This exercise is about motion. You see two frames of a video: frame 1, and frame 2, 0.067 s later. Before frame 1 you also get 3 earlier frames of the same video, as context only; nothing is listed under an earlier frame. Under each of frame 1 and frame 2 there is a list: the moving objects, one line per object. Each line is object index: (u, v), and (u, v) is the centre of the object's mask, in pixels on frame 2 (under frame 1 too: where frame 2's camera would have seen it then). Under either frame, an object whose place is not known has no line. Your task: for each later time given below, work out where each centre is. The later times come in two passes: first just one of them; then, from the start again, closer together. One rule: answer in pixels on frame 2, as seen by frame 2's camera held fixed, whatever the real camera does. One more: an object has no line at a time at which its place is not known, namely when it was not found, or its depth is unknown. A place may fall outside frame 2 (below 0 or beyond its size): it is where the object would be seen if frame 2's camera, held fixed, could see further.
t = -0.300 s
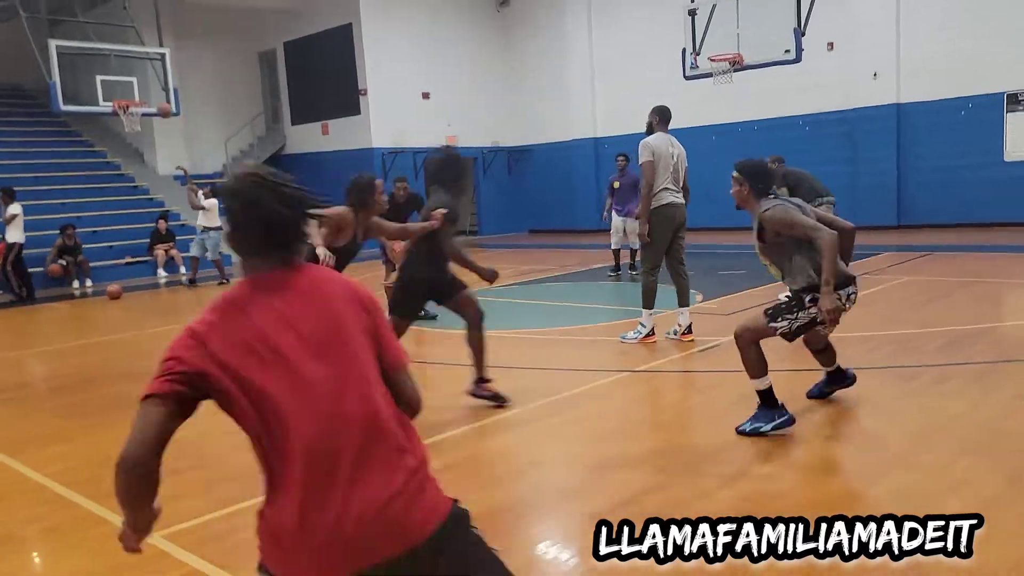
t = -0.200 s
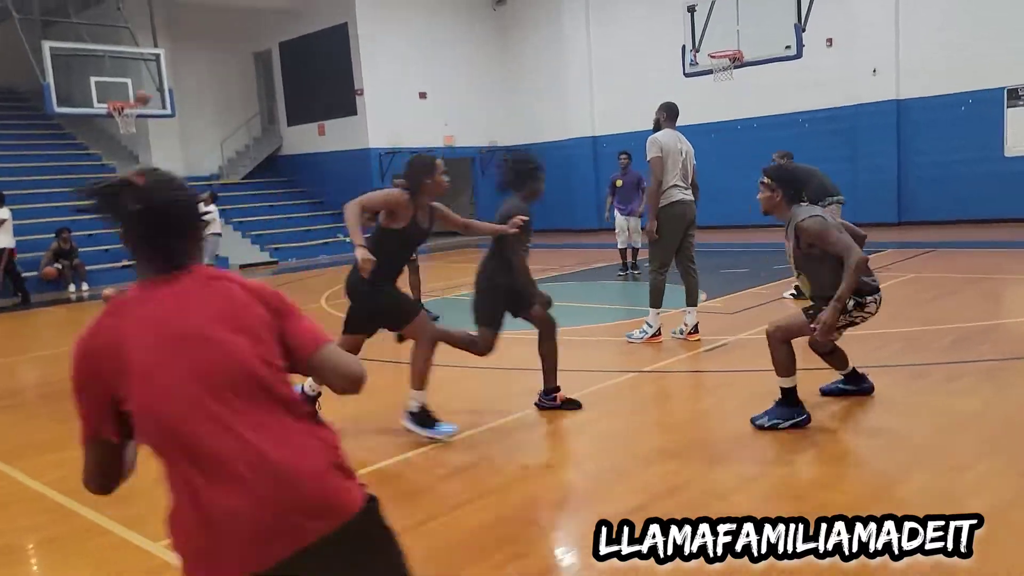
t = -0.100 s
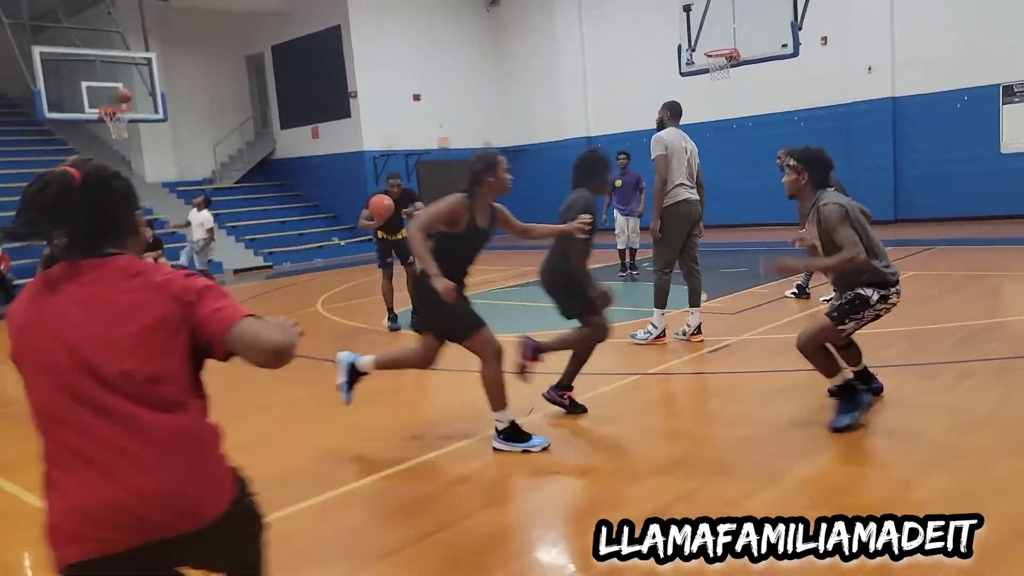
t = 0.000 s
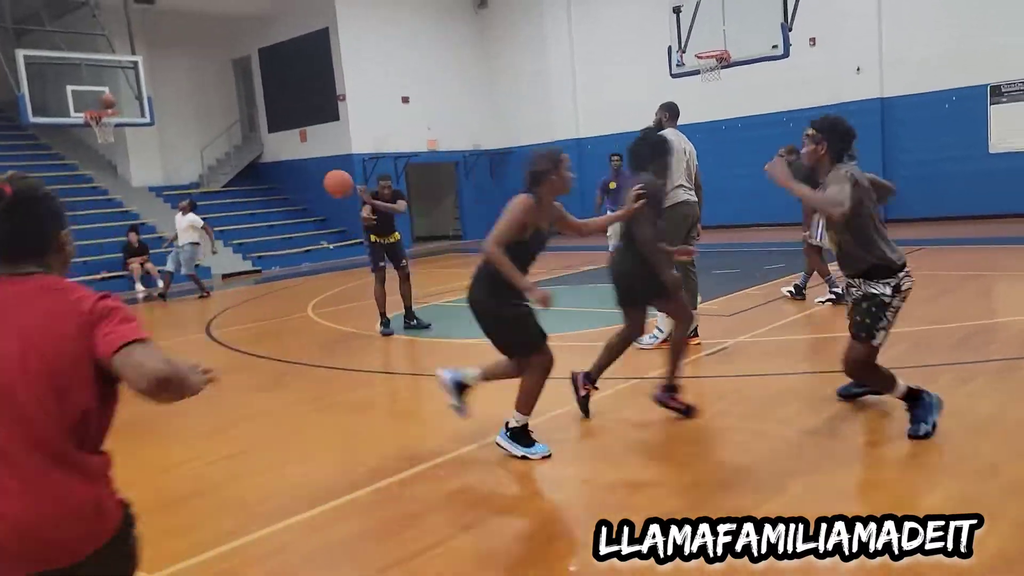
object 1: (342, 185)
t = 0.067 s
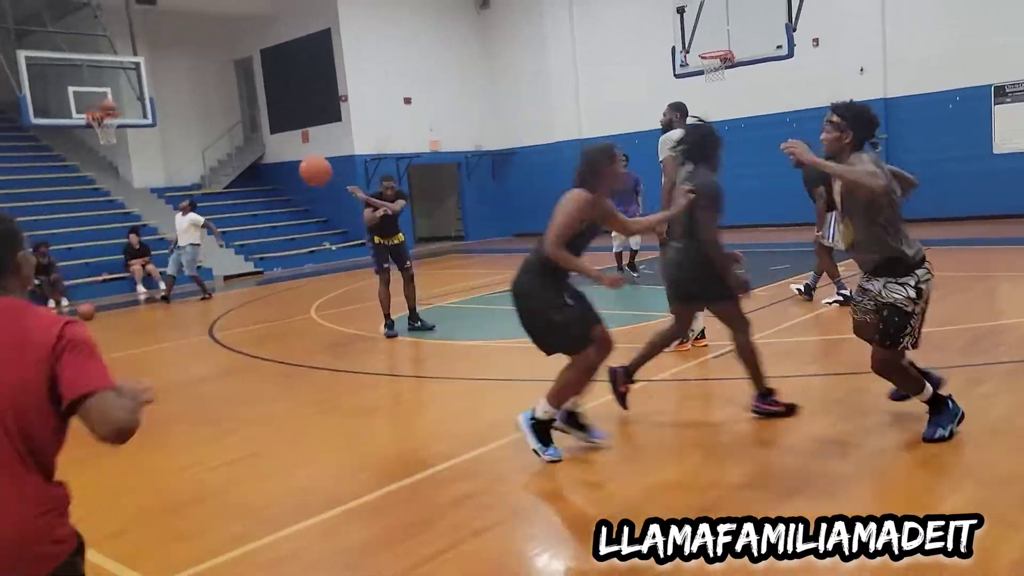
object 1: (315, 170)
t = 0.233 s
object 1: (233, 149)
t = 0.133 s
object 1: (285, 159)
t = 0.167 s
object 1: (269, 154)
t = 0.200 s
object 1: (252, 151)
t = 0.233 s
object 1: (233, 149)
